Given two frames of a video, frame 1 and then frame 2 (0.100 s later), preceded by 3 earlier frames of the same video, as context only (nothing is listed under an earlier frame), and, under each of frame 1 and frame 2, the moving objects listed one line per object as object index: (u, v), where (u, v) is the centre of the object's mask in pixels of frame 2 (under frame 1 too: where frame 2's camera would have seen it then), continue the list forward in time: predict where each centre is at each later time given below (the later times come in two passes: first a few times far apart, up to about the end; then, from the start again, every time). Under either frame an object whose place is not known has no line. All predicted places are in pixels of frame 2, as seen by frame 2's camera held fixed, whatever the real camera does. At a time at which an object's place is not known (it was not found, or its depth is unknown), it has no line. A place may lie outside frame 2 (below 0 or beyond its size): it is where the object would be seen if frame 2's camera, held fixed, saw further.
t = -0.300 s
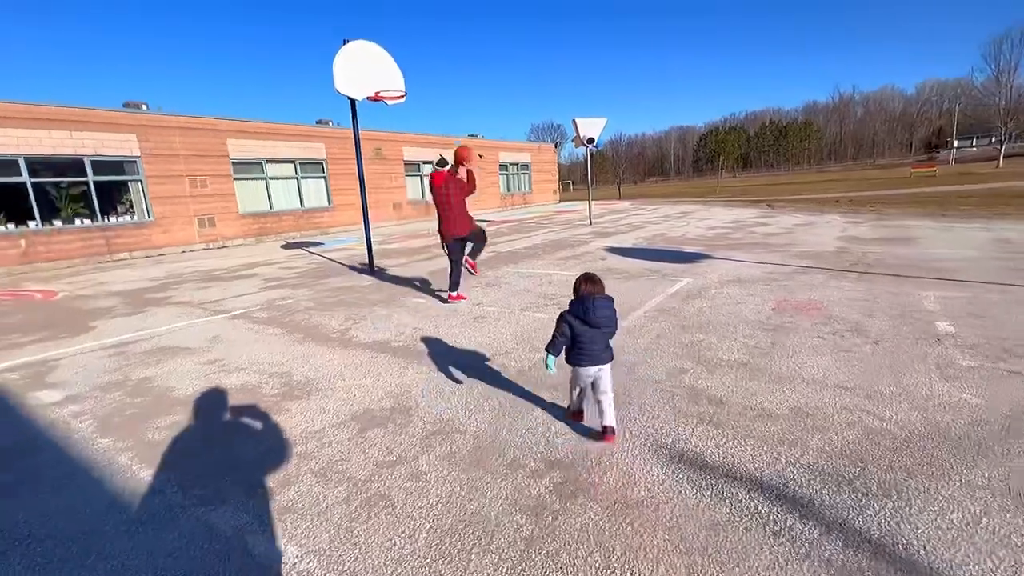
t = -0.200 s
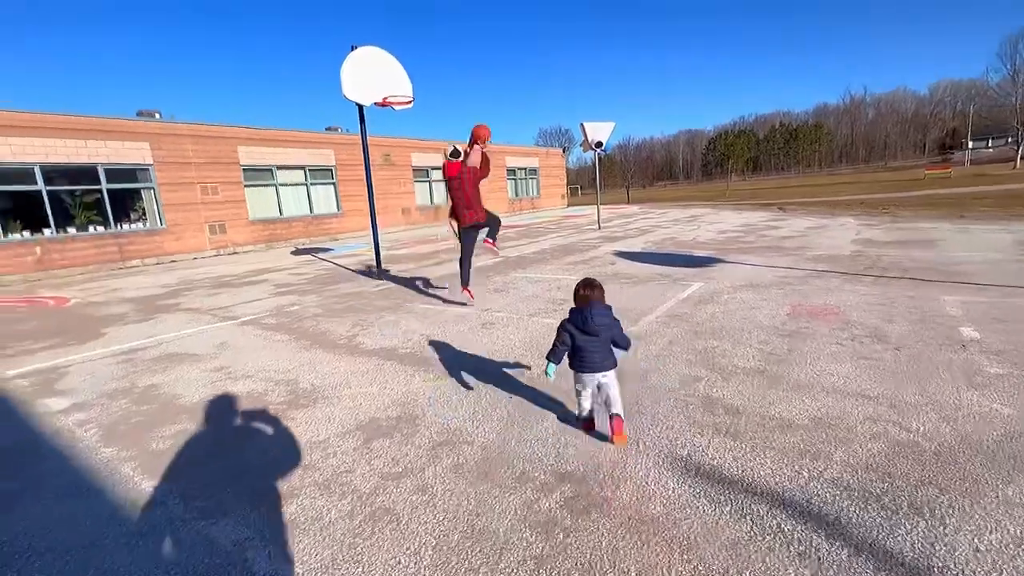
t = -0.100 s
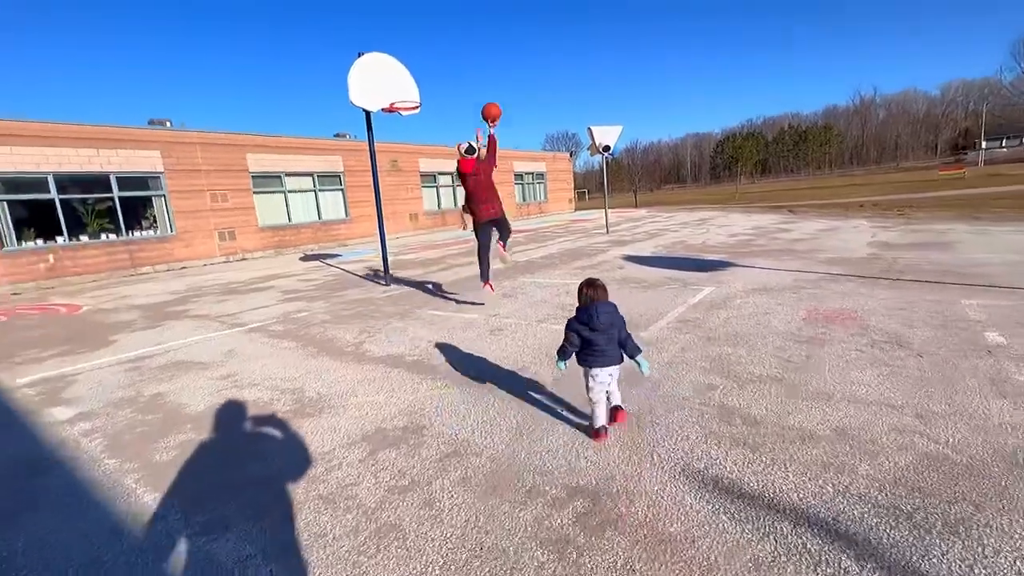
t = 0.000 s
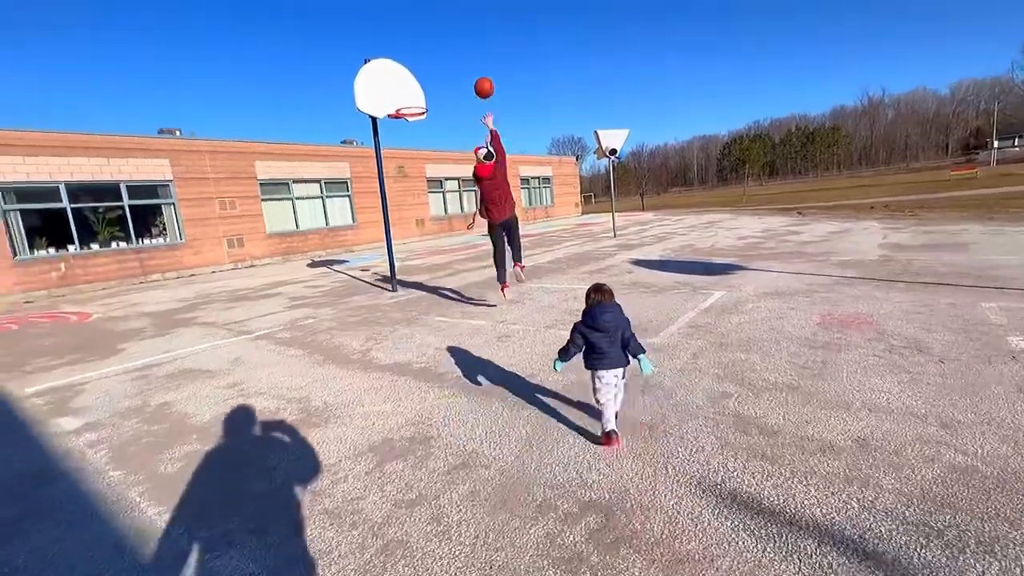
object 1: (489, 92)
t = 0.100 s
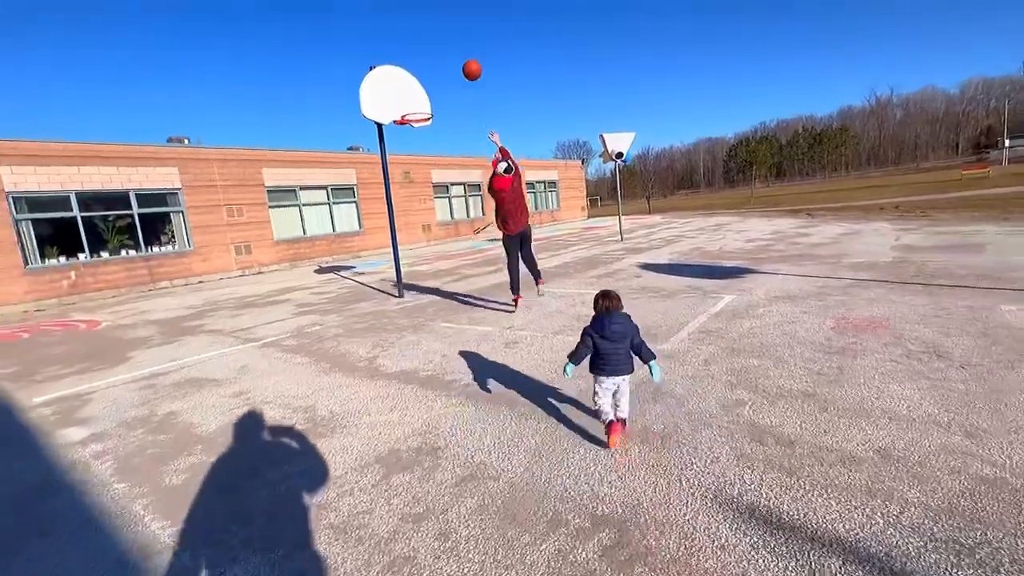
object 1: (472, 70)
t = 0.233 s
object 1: (452, 54)
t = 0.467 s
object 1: (427, 62)
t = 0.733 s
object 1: (407, 115)
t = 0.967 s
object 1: (443, 89)
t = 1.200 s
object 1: (486, 99)
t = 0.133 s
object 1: (467, 65)
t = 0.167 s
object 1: (461, 60)
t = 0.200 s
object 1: (457, 57)
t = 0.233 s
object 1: (452, 54)
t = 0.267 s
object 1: (448, 53)
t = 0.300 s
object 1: (444, 52)
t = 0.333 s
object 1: (440, 53)
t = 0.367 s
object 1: (436, 54)
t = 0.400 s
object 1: (433, 56)
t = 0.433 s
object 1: (430, 58)
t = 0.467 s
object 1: (427, 62)
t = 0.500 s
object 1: (424, 67)
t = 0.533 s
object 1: (421, 71)
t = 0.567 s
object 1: (418, 76)
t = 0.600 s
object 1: (416, 82)
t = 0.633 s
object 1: (413, 89)
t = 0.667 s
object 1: (411, 97)
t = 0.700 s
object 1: (409, 105)
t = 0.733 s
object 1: (407, 115)
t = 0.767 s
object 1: (412, 109)
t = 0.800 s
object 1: (417, 104)
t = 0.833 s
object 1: (421, 100)
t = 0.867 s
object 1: (427, 96)
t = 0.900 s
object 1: (432, 93)
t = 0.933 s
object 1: (438, 91)
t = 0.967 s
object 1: (443, 89)
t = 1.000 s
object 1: (449, 88)
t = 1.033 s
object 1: (455, 88)
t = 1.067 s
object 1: (460, 89)
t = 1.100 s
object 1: (467, 90)
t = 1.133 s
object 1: (473, 92)
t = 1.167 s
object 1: (479, 95)
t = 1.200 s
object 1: (486, 99)
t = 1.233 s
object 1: (492, 104)
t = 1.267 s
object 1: (499, 109)
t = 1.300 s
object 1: (507, 115)
